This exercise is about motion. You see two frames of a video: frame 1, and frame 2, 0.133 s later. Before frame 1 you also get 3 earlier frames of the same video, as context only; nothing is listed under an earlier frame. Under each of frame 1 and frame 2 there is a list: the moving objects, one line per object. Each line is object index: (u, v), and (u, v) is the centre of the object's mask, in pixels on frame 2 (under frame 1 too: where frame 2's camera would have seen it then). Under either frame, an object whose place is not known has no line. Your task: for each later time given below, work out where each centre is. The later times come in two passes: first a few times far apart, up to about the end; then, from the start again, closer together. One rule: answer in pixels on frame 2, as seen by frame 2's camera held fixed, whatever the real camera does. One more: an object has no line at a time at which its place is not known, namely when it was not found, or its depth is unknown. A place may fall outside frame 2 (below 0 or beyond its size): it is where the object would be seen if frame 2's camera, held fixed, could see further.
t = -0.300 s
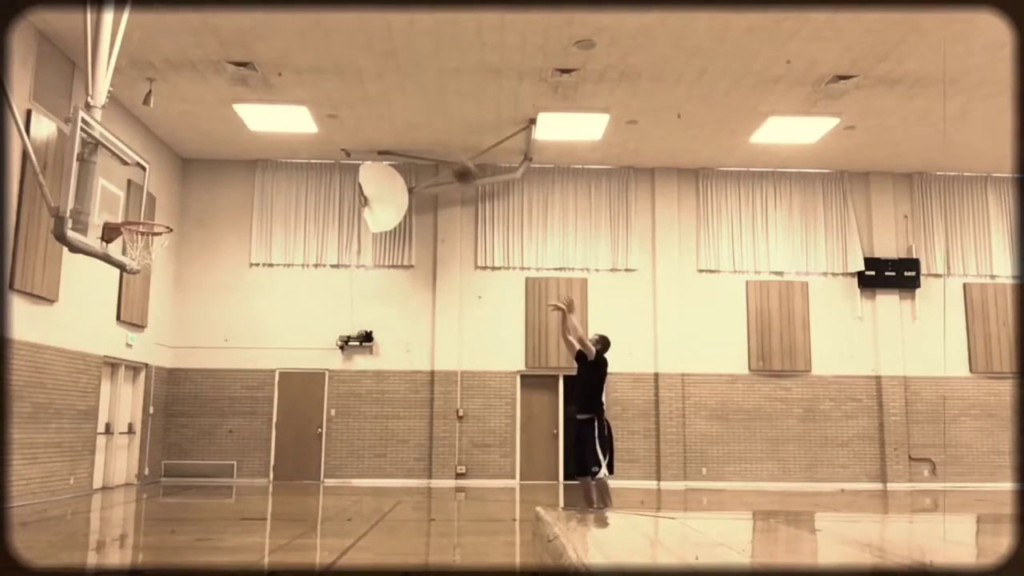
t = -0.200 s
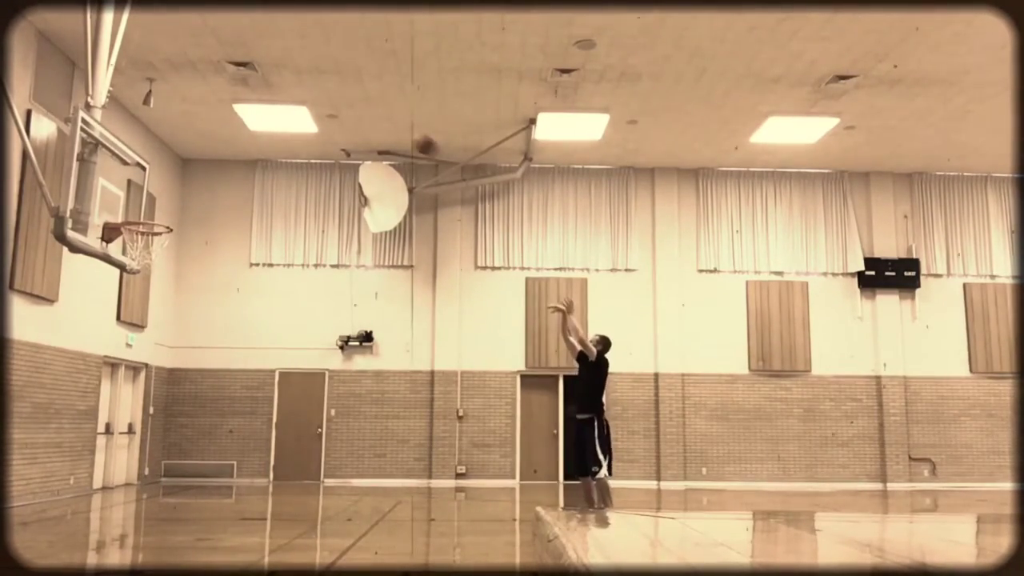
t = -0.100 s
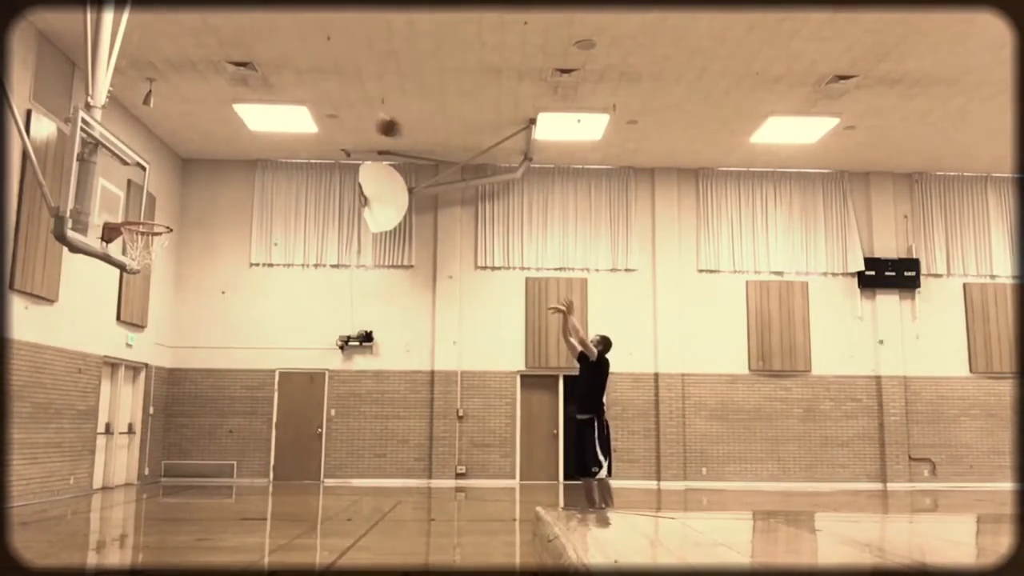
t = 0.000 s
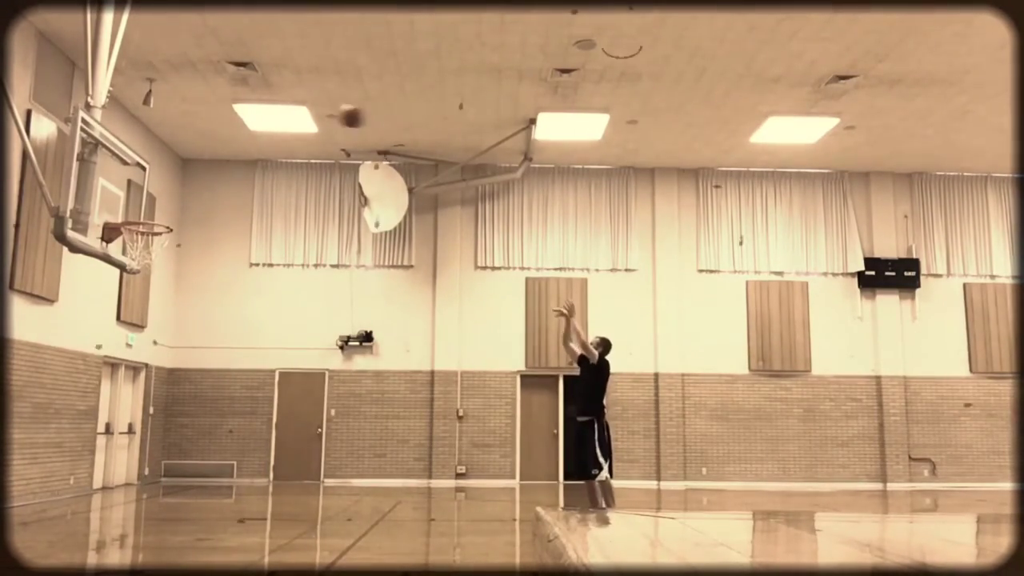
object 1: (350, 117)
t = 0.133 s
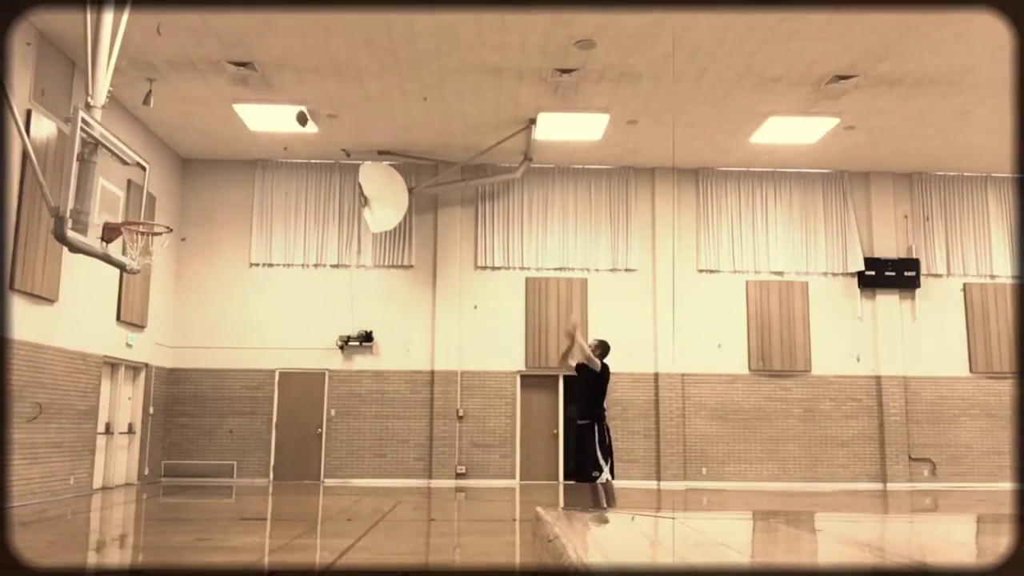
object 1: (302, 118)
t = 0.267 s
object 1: (249, 139)
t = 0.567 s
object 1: (144, 207)
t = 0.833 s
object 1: (145, 192)
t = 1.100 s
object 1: (191, 237)
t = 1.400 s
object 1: (236, 360)
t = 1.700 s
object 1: (273, 495)
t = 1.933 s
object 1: (291, 396)
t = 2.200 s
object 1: (306, 351)
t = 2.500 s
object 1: (319, 374)
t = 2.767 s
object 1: (327, 465)
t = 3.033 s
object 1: (341, 463)
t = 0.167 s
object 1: (289, 123)
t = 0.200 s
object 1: (276, 128)
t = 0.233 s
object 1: (261, 134)
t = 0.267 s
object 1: (249, 139)
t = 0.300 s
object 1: (237, 144)
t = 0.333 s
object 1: (225, 151)
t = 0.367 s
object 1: (211, 160)
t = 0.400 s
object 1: (198, 169)
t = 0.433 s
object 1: (186, 181)
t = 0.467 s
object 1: (172, 195)
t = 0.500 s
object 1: (157, 211)
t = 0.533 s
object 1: (149, 212)
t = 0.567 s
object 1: (144, 207)
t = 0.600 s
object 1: (140, 201)
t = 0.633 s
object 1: (135, 197)
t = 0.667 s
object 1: (130, 194)
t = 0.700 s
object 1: (126, 192)
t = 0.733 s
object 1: (126, 192)
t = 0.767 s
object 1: (133, 191)
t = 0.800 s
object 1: (139, 191)
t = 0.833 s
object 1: (145, 192)
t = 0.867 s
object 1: (151, 194)
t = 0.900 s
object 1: (157, 197)
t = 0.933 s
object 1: (164, 201)
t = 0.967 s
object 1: (170, 205)
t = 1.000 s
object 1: (175, 211)
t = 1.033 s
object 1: (180, 218)
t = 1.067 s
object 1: (186, 226)
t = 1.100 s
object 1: (191, 237)
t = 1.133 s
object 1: (196, 247)
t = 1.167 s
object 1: (201, 257)
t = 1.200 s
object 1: (207, 268)
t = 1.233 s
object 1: (211, 280)
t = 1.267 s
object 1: (216, 294)
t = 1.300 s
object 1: (221, 308)
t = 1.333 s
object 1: (226, 325)
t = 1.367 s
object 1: (231, 342)
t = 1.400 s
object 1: (236, 360)
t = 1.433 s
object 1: (241, 379)
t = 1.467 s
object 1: (245, 399)
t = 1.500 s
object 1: (248, 422)
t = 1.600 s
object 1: (261, 492)
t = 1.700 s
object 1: (273, 495)
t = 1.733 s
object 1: (276, 475)
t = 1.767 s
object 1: (279, 459)
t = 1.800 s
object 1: (281, 445)
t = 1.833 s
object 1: (284, 430)
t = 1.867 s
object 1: (287, 417)
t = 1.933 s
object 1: (291, 396)
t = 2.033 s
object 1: (297, 372)
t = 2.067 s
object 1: (299, 366)
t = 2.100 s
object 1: (301, 360)
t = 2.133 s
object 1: (303, 356)
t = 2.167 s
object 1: (304, 353)
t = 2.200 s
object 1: (306, 351)
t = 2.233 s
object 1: (308, 349)
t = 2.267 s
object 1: (309, 349)
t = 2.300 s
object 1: (311, 350)
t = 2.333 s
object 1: (312, 352)
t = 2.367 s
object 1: (314, 354)
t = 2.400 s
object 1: (315, 358)
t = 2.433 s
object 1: (316, 362)
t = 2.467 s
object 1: (318, 368)
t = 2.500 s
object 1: (319, 374)
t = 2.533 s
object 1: (321, 382)
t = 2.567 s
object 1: (321, 390)
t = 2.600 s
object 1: (322, 400)
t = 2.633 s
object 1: (323, 411)
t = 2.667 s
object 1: (324, 423)
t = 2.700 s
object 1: (325, 437)
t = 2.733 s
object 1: (326, 451)
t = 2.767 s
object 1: (327, 465)
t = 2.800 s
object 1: (328, 480)
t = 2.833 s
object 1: (328, 497)
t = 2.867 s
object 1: (328, 515)
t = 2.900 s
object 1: (331, 510)
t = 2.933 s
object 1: (333, 496)
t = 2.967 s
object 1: (336, 484)
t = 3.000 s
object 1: (339, 472)
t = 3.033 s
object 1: (341, 463)
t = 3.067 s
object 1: (344, 454)
